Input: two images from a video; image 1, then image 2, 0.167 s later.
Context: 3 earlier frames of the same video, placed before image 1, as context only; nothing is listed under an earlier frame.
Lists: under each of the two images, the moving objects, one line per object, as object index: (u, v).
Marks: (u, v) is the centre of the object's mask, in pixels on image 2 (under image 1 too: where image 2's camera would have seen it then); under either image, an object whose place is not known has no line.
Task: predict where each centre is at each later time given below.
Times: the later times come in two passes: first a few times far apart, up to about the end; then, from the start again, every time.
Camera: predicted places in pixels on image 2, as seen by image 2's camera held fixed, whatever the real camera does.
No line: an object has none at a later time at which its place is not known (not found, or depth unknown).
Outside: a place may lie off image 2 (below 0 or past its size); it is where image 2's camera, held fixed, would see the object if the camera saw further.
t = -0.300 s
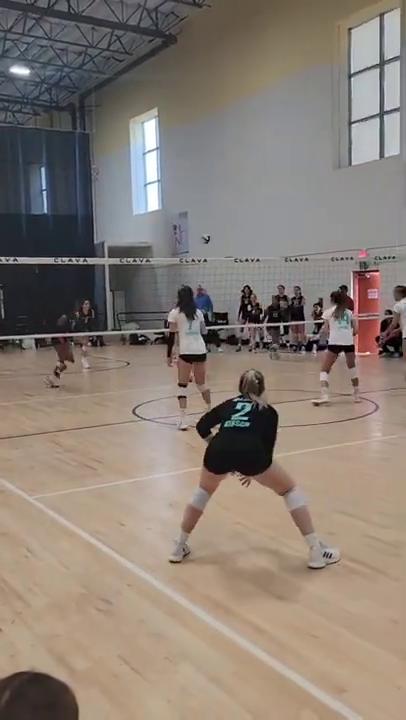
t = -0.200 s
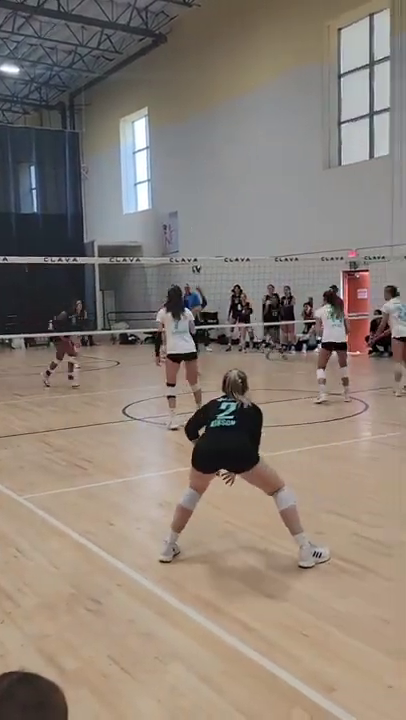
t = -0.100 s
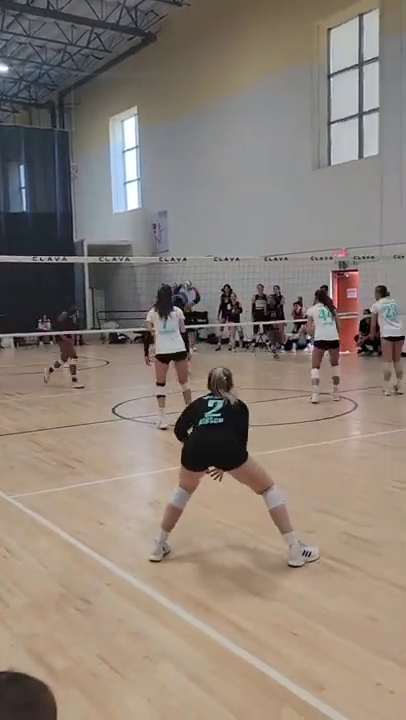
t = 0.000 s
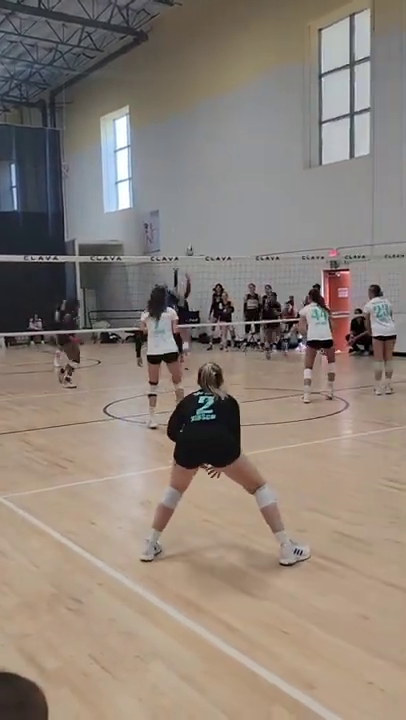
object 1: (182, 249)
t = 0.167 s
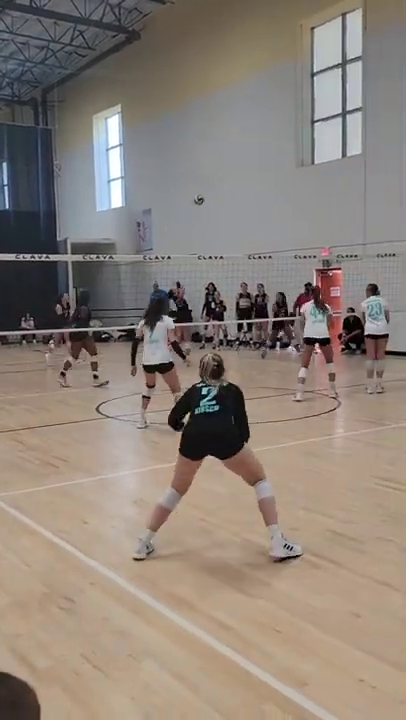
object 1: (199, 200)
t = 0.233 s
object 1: (205, 184)
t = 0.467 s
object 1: (229, 147)
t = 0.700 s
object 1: (252, 137)
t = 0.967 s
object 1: (278, 158)
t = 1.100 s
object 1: (290, 181)
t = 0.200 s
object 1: (202, 192)
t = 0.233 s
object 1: (205, 184)
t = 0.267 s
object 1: (208, 177)
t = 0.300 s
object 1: (212, 170)
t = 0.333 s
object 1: (216, 164)
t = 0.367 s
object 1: (218, 159)
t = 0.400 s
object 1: (222, 155)
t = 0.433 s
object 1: (226, 151)
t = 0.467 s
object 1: (229, 147)
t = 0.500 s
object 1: (232, 144)
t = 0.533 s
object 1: (235, 141)
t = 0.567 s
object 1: (239, 139)
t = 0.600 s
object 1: (242, 138)
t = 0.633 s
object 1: (245, 137)
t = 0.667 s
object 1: (249, 137)
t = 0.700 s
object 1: (252, 137)
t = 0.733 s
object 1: (255, 138)
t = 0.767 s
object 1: (259, 139)
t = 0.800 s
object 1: (262, 141)
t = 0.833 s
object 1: (265, 143)
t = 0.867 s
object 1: (268, 146)
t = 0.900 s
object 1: (271, 150)
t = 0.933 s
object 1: (275, 154)
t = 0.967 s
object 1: (278, 158)
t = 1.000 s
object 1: (281, 163)
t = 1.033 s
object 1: (284, 169)
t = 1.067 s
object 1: (287, 175)
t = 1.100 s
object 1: (290, 181)
